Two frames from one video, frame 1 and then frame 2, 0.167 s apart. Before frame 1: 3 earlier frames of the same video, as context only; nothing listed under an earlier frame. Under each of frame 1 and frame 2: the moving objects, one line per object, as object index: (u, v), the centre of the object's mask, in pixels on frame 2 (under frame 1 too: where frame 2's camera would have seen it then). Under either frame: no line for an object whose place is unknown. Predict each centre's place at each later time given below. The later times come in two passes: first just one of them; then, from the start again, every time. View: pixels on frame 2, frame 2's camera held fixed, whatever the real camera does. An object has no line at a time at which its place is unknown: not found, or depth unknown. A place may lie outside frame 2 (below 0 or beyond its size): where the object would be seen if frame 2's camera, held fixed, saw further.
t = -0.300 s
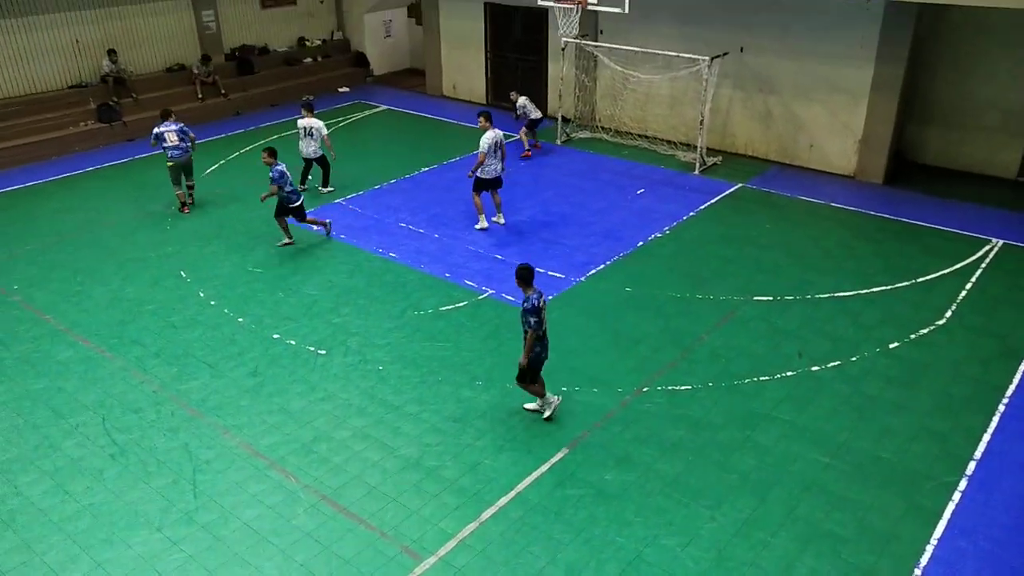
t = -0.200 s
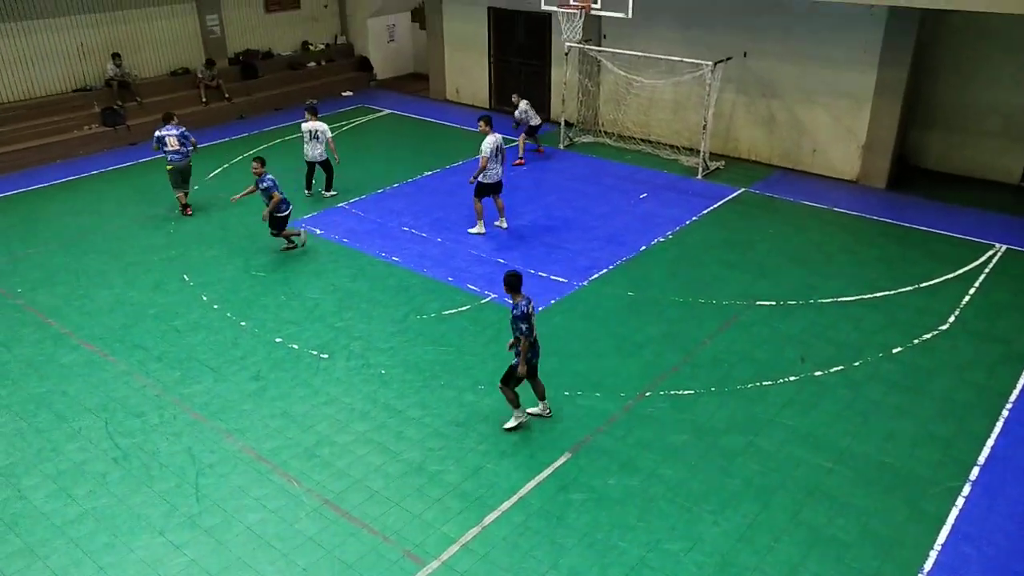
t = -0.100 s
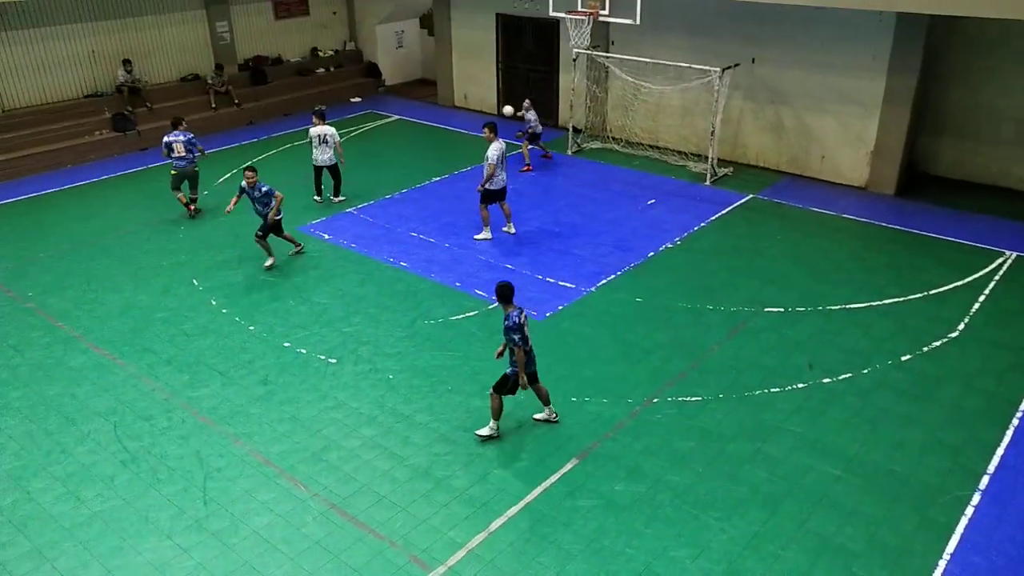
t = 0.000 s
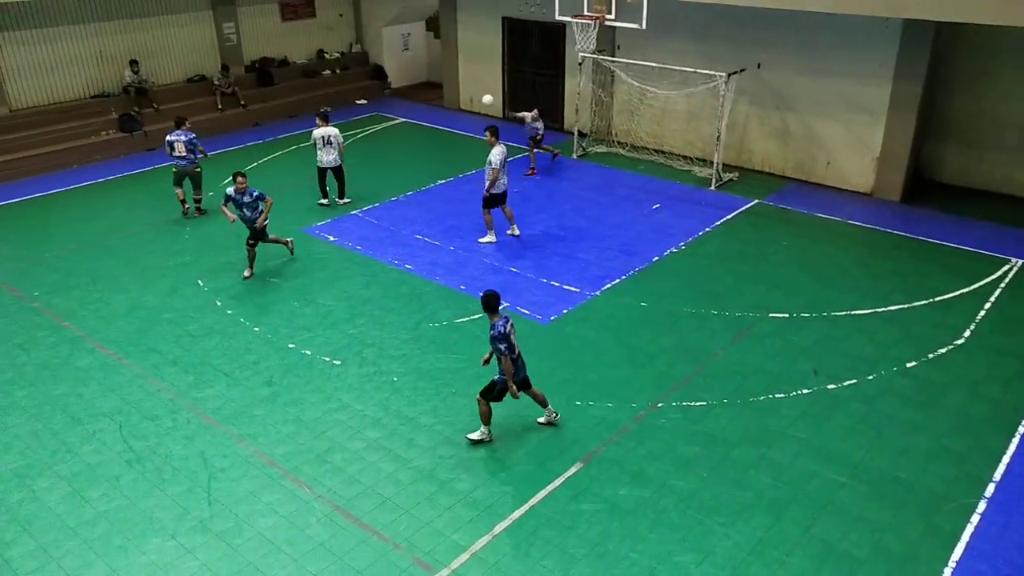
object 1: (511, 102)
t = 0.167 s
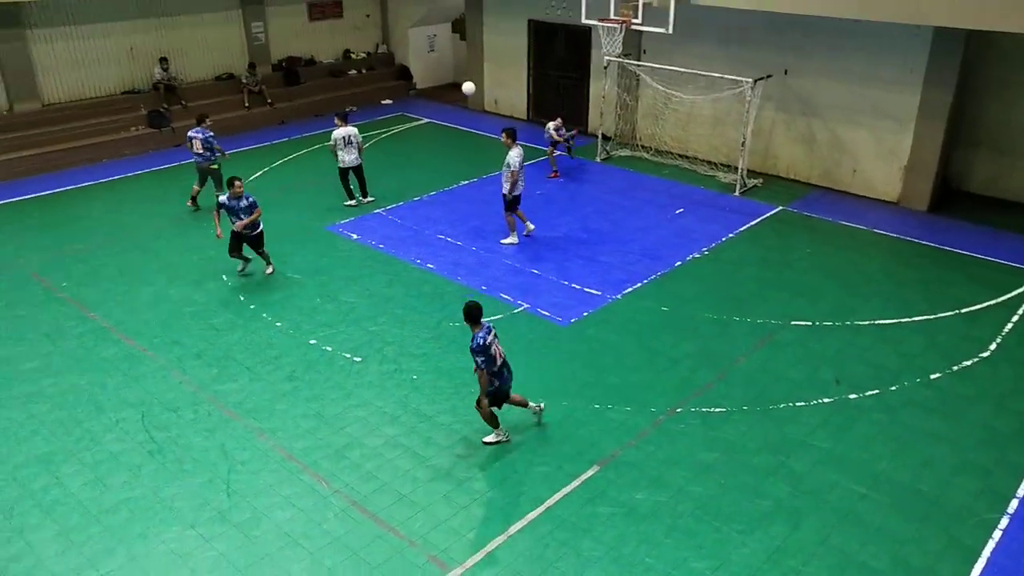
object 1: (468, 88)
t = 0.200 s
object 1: (458, 87)
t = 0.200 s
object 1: (458, 87)
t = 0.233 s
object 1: (447, 87)
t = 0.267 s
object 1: (436, 86)
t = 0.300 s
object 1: (423, 87)
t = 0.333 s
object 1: (410, 88)
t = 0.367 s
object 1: (396, 90)
